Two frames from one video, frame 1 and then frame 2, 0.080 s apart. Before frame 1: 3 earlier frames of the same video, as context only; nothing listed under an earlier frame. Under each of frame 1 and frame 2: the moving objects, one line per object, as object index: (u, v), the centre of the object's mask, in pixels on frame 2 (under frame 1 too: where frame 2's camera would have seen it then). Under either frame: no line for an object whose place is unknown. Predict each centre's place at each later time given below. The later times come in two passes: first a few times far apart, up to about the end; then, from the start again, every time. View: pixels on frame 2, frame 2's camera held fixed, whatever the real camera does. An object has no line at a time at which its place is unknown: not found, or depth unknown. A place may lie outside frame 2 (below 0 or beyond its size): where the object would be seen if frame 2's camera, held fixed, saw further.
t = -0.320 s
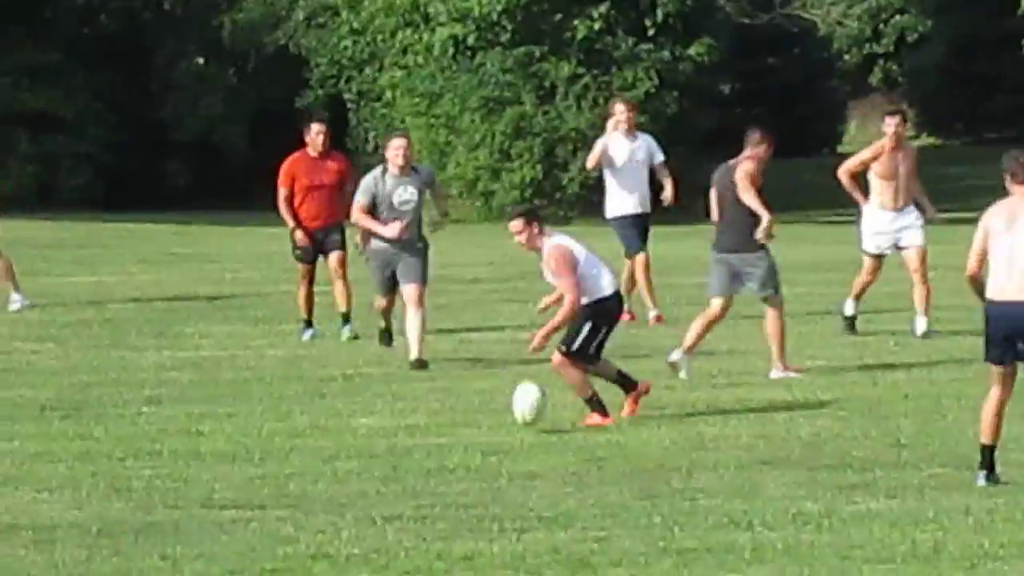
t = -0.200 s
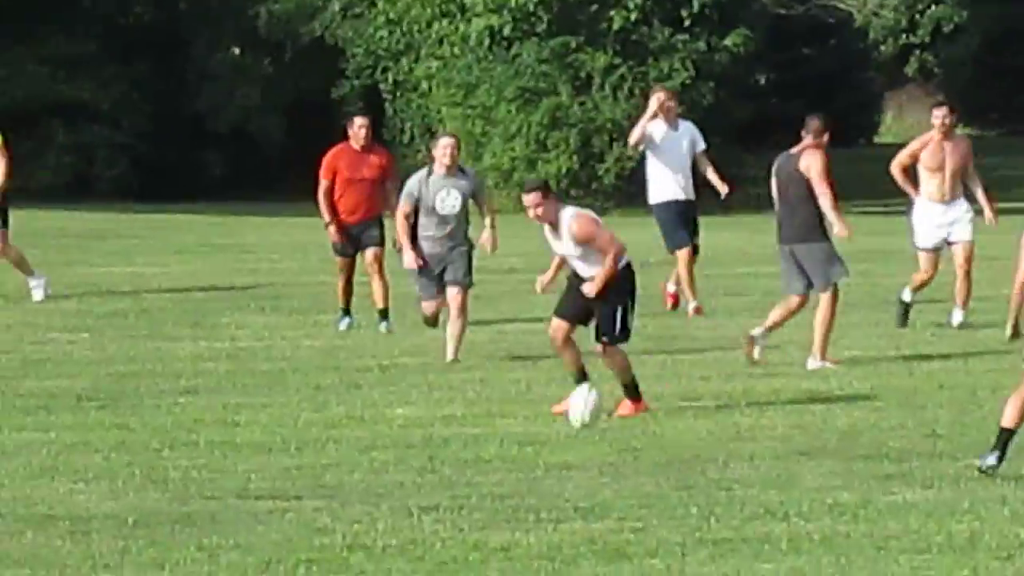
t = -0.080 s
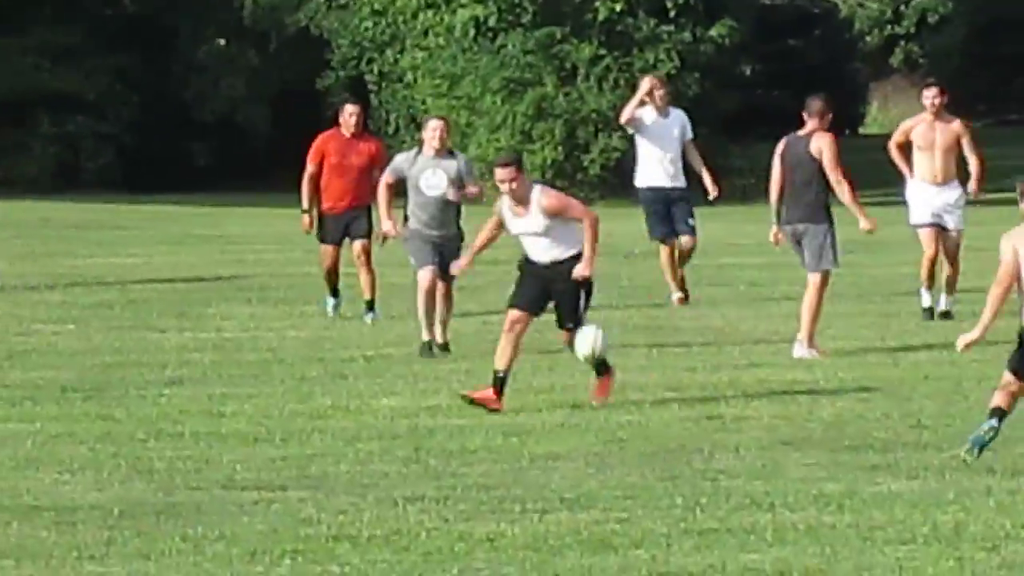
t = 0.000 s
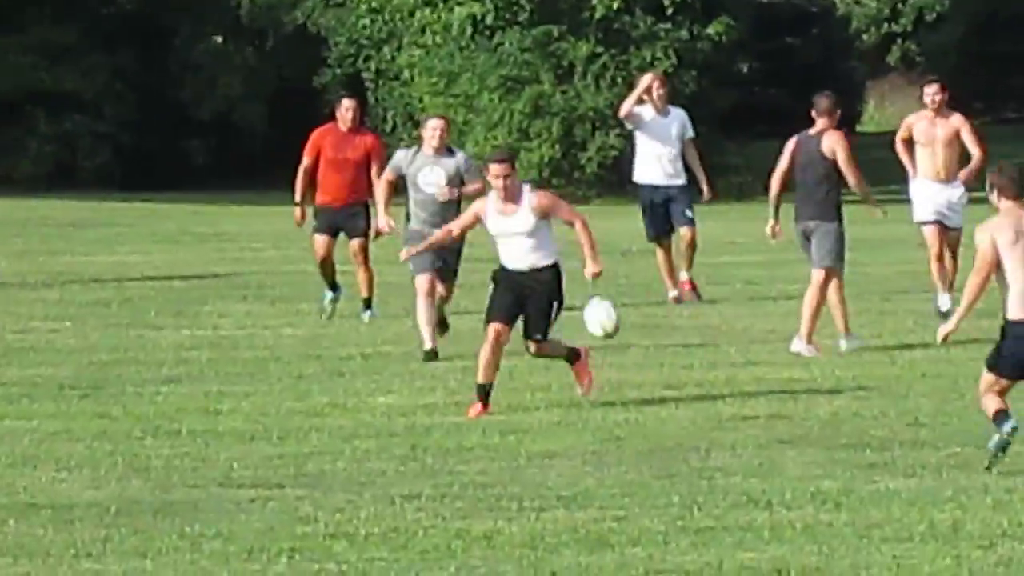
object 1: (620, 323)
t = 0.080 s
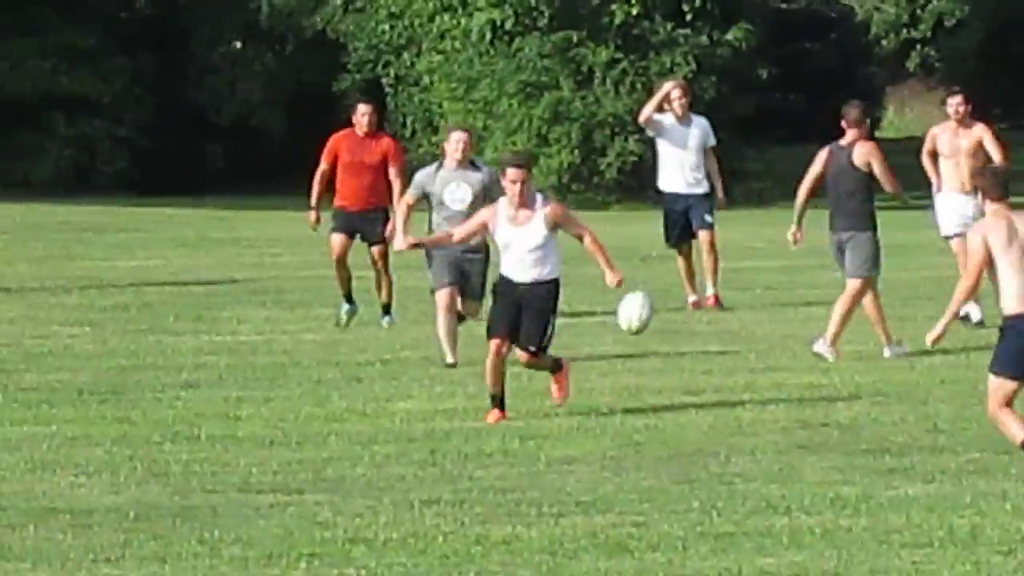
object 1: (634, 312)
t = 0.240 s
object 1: (663, 322)
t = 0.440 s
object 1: (701, 397)
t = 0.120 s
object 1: (640, 310)
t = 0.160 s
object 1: (648, 312)
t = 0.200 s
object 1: (656, 316)
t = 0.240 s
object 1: (663, 322)
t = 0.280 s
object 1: (670, 330)
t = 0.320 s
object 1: (678, 344)
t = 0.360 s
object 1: (685, 358)
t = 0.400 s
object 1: (693, 377)
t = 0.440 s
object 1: (701, 397)
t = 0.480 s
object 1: (709, 423)
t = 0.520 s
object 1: (716, 447)
